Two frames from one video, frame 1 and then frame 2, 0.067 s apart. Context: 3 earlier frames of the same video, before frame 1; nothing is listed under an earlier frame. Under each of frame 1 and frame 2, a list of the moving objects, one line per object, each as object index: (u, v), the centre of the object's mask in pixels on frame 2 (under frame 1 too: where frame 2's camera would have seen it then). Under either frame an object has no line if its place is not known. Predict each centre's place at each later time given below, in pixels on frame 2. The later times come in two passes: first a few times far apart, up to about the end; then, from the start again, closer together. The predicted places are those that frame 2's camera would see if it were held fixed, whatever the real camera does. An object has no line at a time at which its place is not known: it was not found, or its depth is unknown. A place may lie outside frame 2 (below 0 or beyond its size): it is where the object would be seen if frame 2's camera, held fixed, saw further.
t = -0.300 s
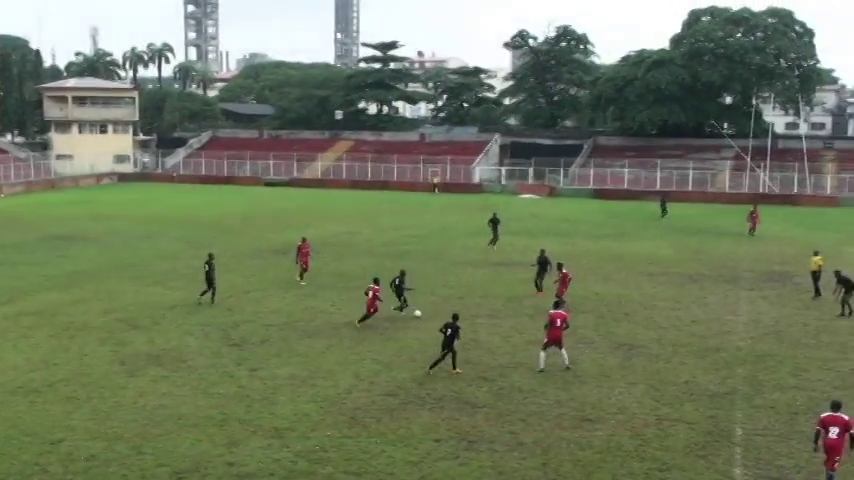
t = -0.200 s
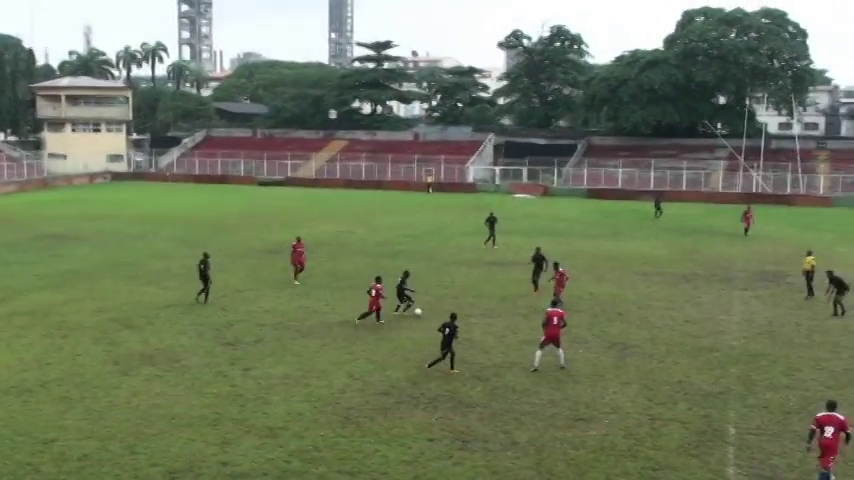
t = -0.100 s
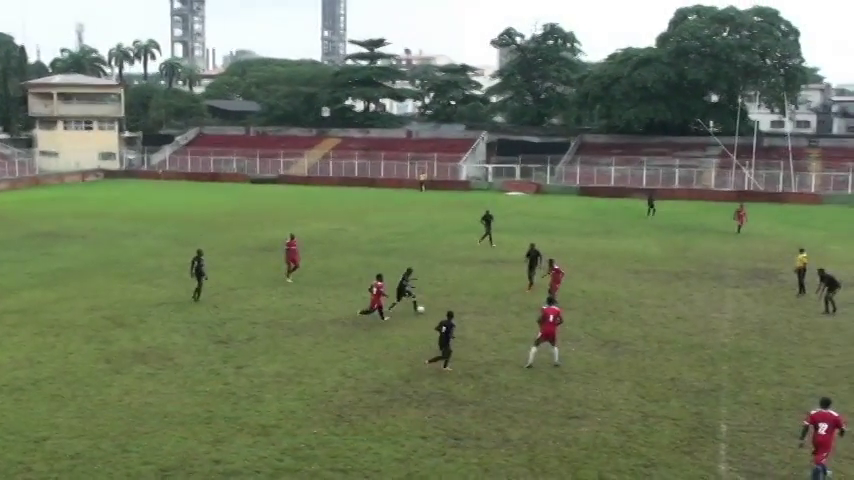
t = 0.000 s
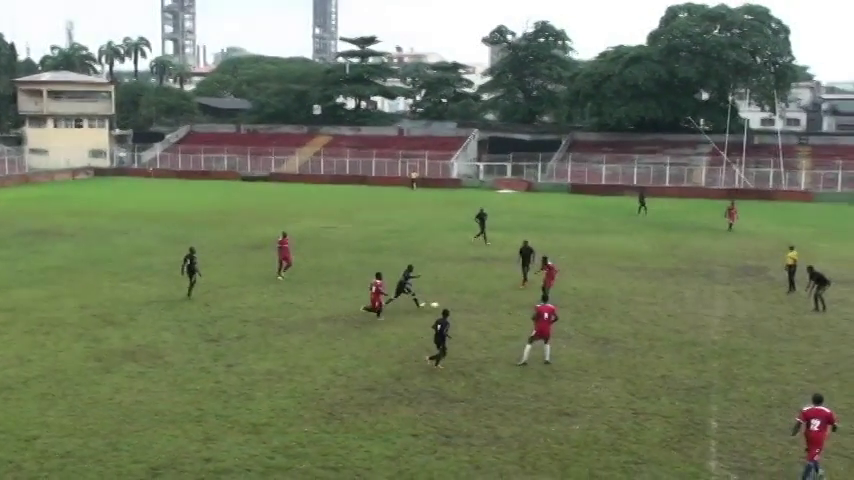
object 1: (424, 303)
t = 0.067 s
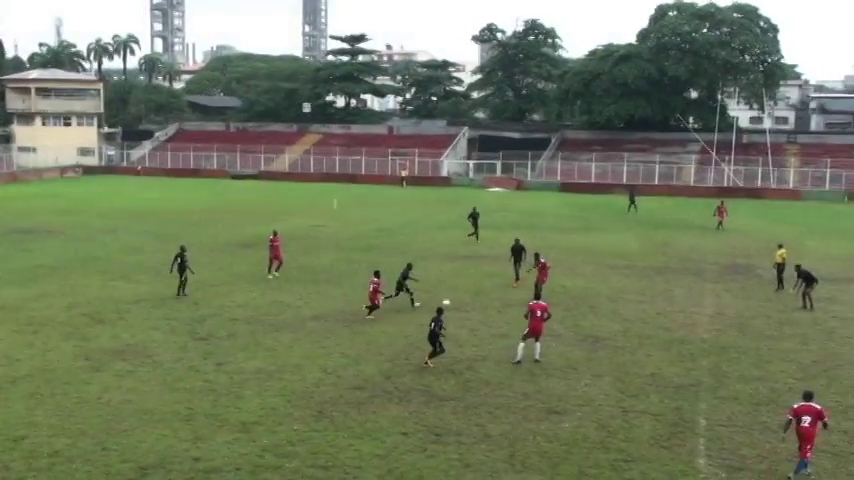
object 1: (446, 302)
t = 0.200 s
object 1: (468, 301)
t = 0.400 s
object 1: (511, 305)
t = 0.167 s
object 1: (460, 301)
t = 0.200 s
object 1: (468, 301)
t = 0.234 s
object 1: (475, 302)
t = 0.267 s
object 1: (483, 302)
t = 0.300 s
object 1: (490, 303)
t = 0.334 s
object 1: (497, 303)
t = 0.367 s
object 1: (504, 304)
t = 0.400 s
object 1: (511, 305)
